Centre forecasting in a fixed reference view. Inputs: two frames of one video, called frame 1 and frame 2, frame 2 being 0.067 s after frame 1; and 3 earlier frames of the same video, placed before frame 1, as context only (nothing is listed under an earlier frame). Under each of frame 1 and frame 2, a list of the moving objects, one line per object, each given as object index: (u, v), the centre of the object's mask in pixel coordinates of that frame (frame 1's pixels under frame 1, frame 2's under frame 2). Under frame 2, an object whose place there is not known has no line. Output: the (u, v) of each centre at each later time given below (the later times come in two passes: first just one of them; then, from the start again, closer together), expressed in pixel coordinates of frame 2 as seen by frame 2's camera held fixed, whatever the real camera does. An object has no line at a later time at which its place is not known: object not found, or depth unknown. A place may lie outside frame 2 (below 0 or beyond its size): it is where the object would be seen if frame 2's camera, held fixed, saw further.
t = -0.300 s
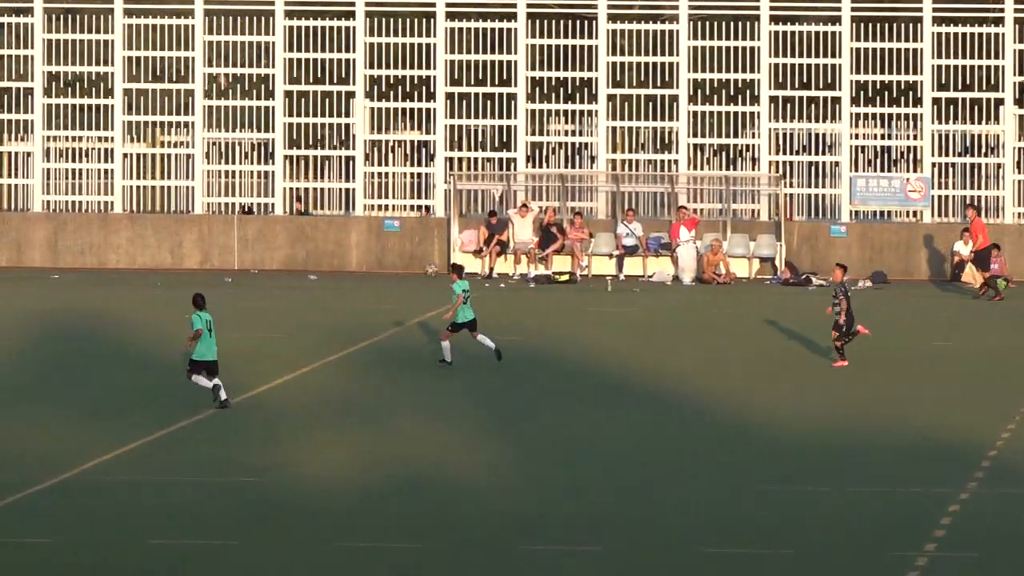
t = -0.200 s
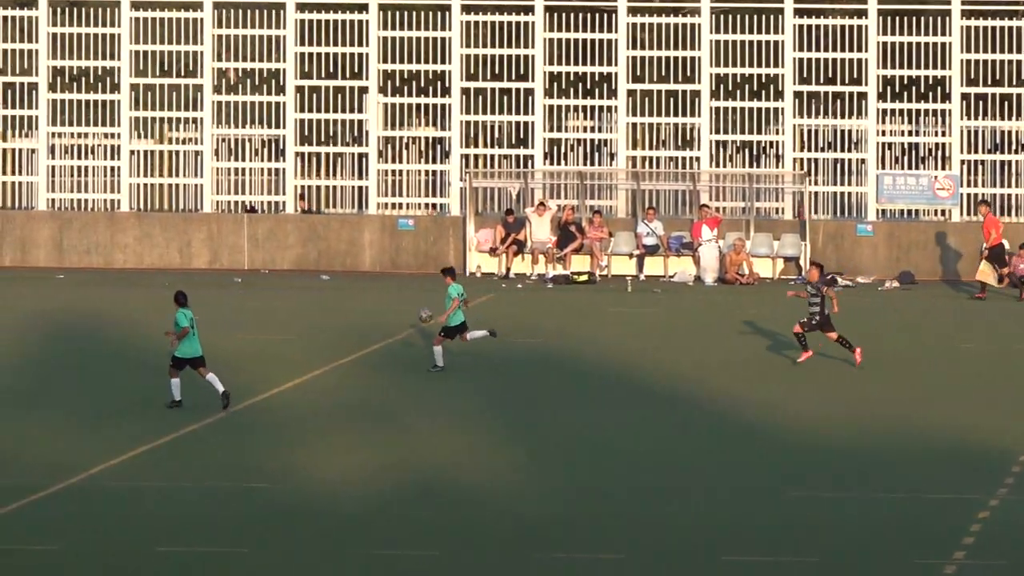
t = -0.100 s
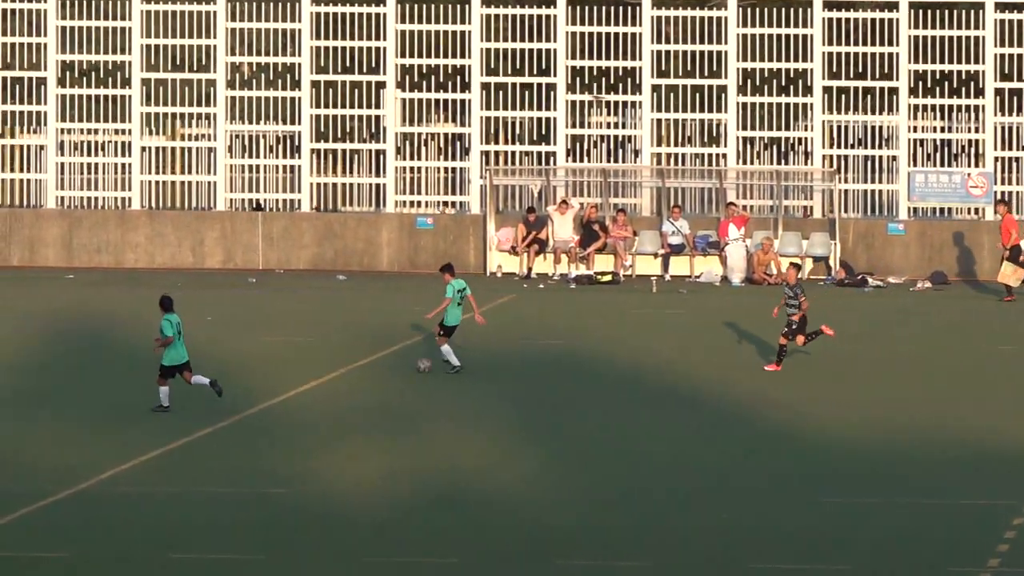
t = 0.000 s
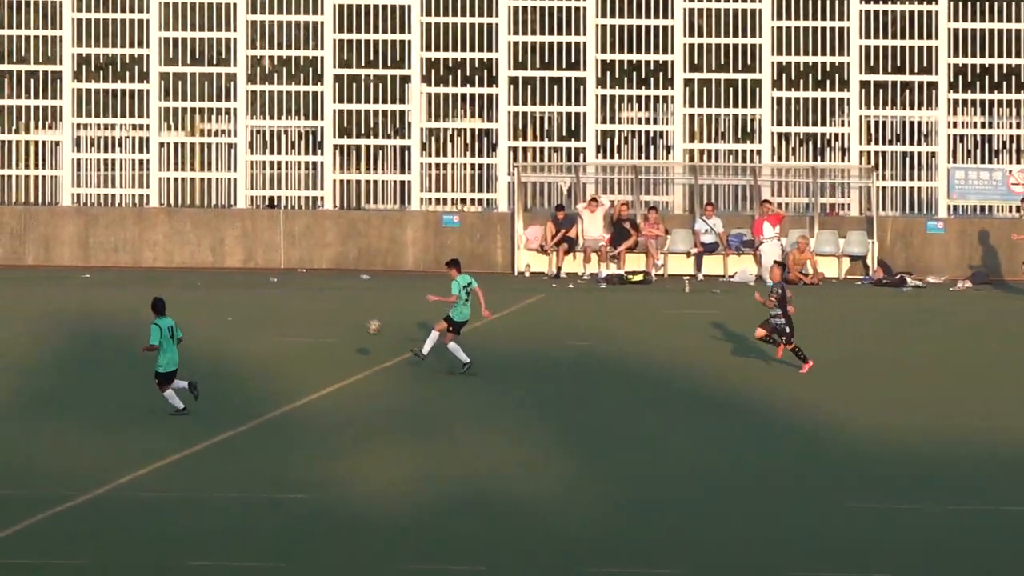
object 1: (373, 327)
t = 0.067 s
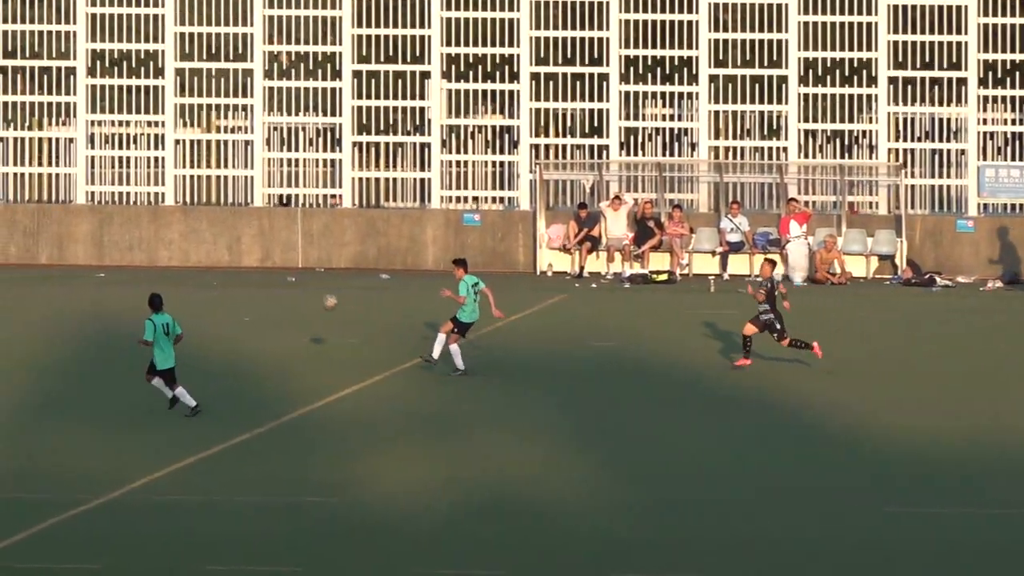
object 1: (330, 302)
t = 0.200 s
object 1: (204, 260)
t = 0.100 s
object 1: (298, 291)
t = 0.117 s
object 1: (282, 285)
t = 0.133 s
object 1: (266, 280)
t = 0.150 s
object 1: (250, 275)
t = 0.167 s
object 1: (235, 270)
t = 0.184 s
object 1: (219, 266)
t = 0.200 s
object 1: (204, 260)
